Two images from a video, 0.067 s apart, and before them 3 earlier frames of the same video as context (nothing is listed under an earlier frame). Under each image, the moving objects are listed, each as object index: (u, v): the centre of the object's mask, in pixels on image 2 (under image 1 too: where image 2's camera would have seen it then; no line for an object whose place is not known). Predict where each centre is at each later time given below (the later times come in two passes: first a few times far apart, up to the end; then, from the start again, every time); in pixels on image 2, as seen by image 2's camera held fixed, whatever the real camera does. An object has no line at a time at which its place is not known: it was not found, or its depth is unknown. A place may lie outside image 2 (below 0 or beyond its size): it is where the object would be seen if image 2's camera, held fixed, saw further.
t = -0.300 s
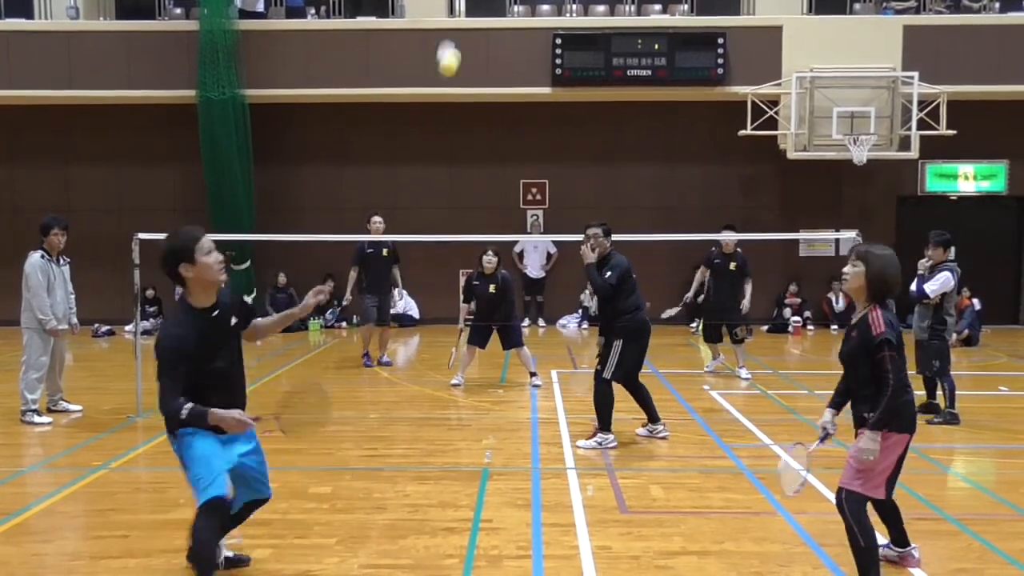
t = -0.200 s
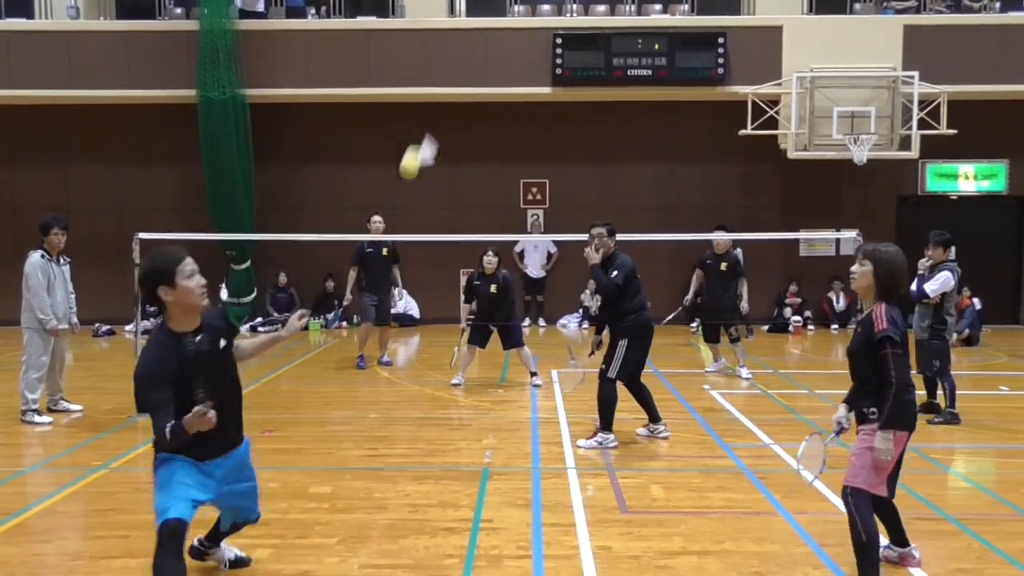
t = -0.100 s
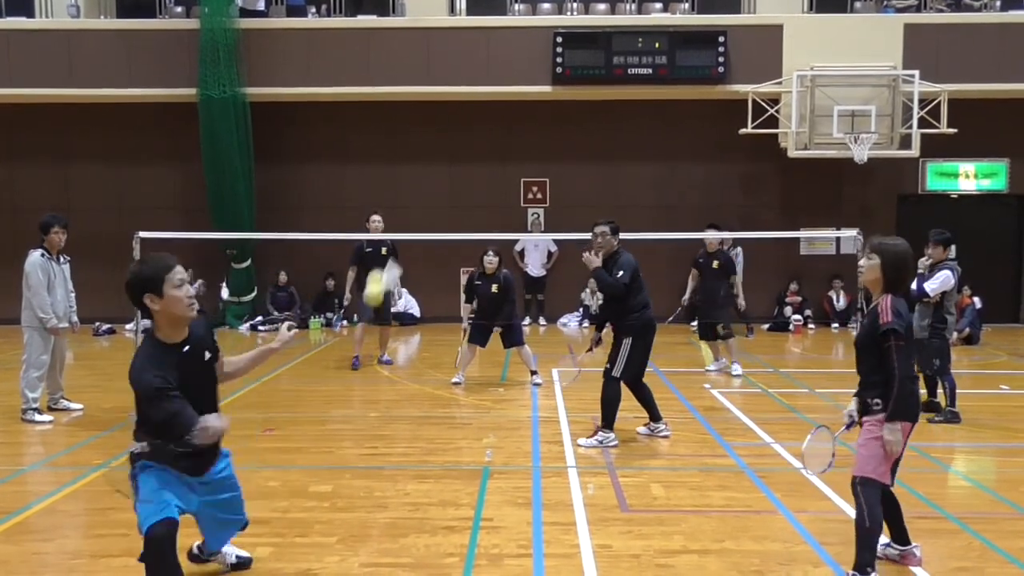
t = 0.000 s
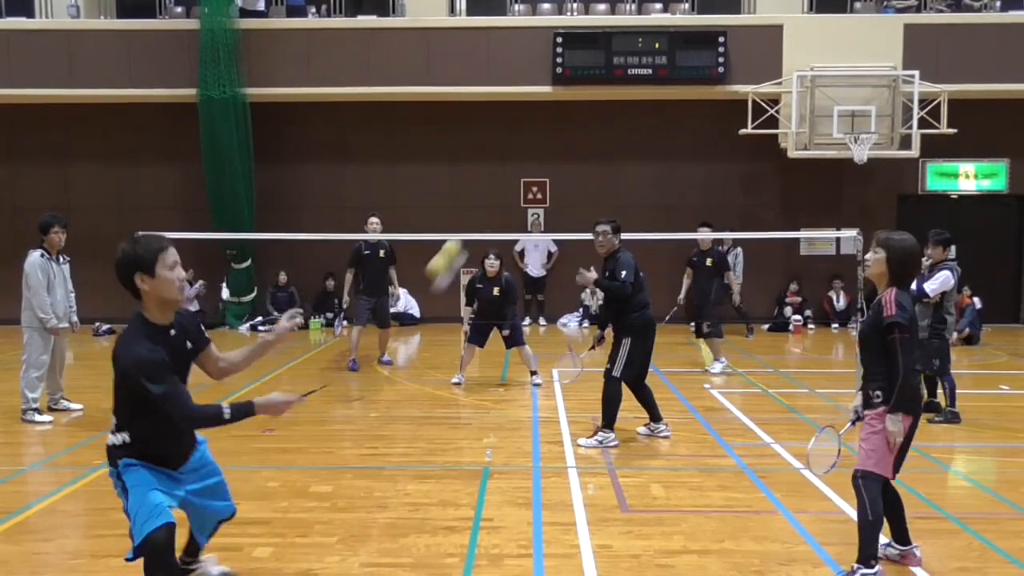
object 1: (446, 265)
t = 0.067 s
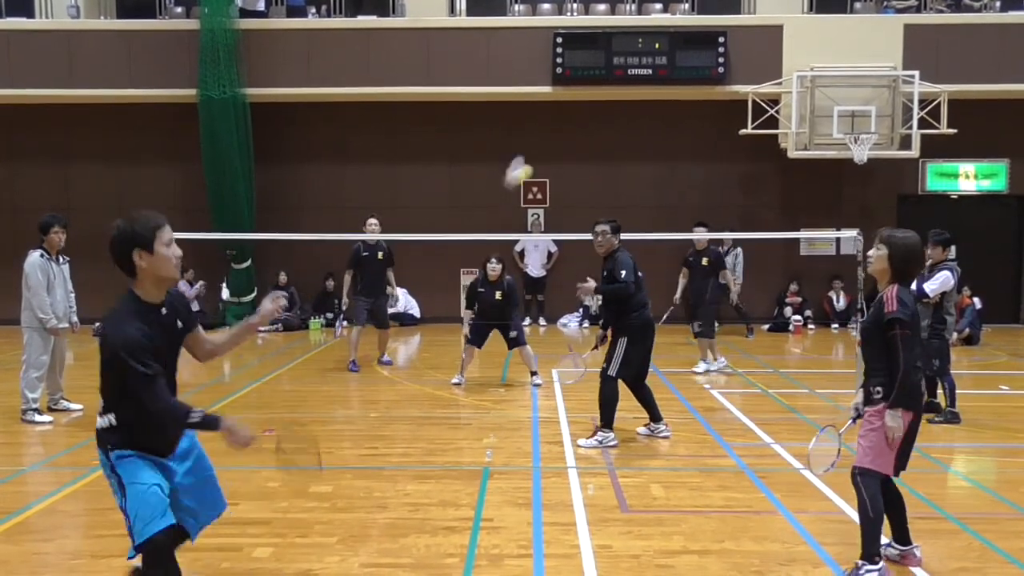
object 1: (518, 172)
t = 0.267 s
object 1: (607, 112)
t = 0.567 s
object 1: (652, 146)
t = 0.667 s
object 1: (664, 174)
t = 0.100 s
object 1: (541, 151)
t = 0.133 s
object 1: (560, 137)
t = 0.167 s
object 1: (574, 127)
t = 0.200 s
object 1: (588, 122)
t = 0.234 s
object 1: (599, 116)
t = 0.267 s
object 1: (607, 112)
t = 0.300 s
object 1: (614, 111)
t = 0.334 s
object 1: (621, 112)
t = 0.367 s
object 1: (626, 113)
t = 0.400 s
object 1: (630, 116)
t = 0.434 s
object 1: (635, 120)
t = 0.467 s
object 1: (639, 125)
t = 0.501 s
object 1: (644, 131)
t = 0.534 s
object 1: (648, 138)
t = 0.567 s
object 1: (652, 146)
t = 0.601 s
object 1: (656, 155)
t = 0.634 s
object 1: (660, 164)
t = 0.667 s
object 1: (664, 174)
